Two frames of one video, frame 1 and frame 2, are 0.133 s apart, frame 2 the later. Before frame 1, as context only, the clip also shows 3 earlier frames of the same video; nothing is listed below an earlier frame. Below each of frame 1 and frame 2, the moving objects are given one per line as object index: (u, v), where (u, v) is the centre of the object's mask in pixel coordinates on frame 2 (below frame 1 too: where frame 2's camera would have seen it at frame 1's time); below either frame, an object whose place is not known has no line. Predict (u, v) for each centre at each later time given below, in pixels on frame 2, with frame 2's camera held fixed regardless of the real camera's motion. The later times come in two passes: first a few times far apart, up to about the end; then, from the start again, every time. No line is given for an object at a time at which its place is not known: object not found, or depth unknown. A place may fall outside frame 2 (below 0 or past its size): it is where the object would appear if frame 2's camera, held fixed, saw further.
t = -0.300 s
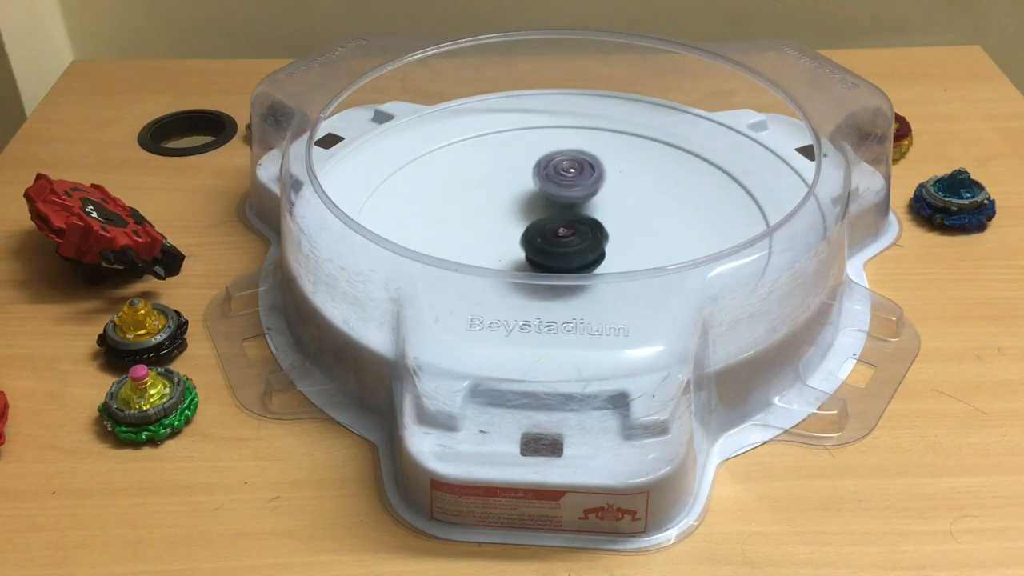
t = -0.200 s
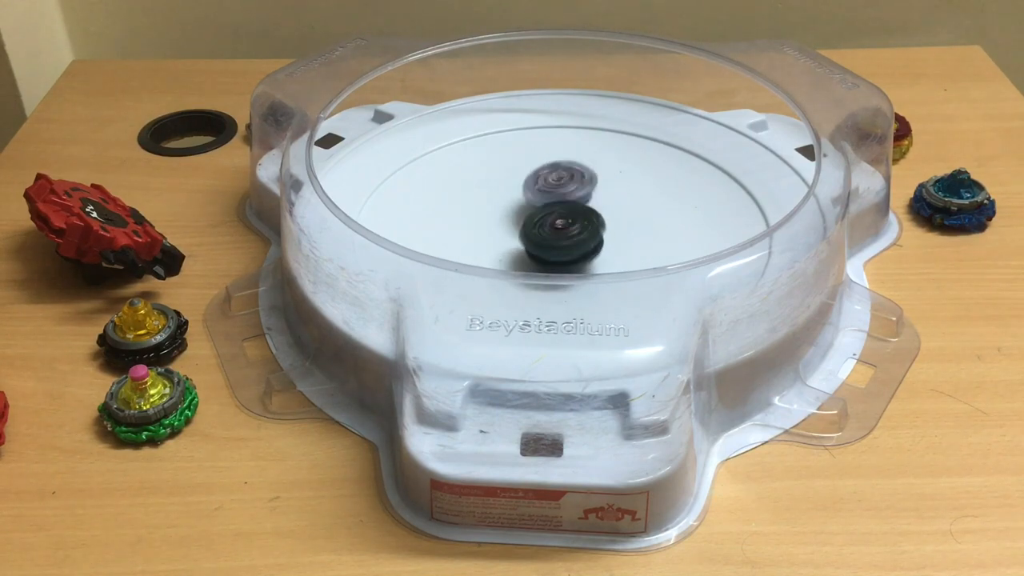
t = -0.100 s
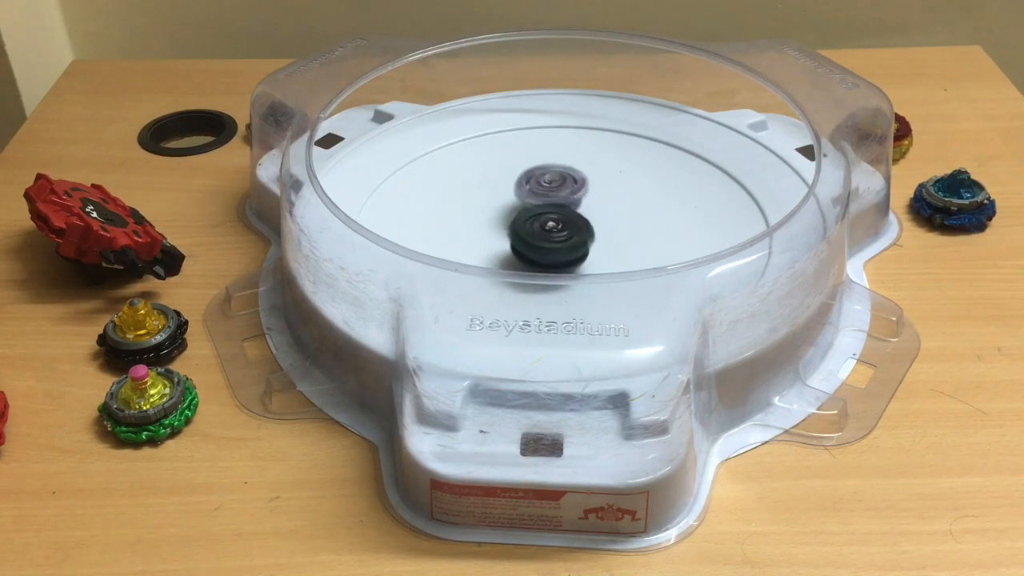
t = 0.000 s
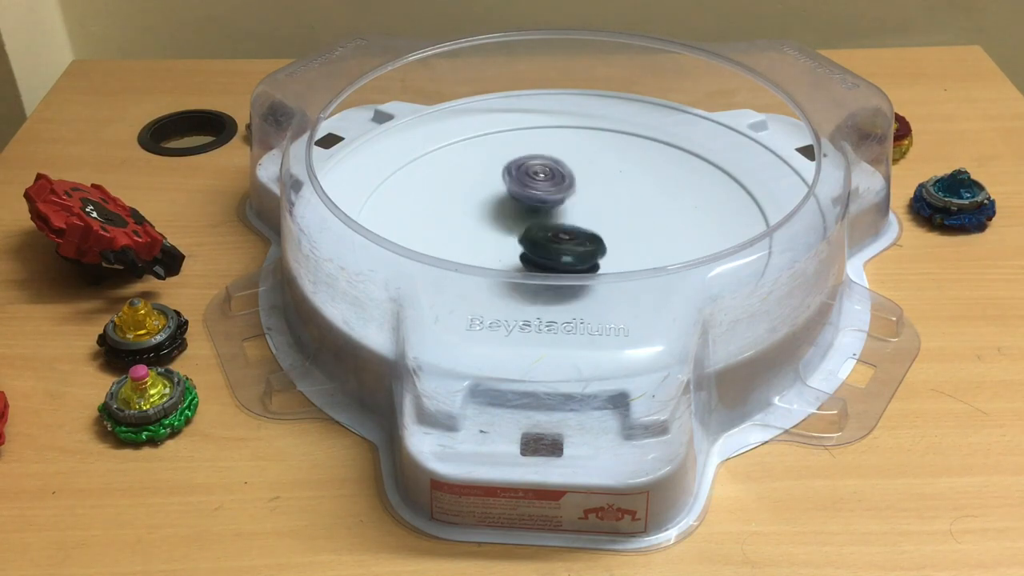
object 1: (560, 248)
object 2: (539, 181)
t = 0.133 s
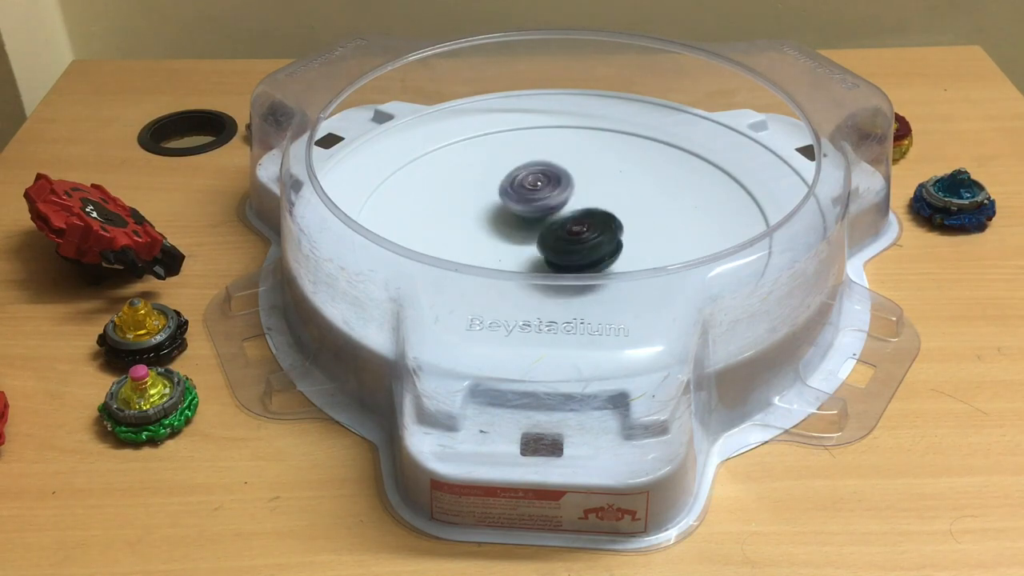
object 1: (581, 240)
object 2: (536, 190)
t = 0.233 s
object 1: (576, 232)
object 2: (521, 187)
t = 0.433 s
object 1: (557, 243)
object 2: (506, 179)
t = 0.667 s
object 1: (570, 233)
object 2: (504, 205)
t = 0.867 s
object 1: (557, 241)
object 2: (490, 206)
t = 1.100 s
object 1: (577, 223)
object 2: (485, 216)
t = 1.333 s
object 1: (582, 222)
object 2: (494, 226)
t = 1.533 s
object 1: (579, 220)
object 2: (493, 234)
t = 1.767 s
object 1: (591, 223)
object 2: (504, 233)
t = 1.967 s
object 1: (589, 218)
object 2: (509, 226)
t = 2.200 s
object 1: (617, 220)
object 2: (510, 223)
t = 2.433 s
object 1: (593, 230)
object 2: (509, 231)
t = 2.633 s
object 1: (599, 235)
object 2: (488, 228)
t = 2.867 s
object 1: (597, 237)
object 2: (513, 231)
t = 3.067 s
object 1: (606, 224)
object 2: (507, 224)
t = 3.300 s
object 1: (601, 225)
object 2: (509, 223)
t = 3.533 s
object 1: (590, 215)
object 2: (508, 223)
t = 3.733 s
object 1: (590, 213)
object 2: (509, 224)
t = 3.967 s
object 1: (590, 214)
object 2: (509, 224)
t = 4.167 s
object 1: (590, 213)
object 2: (509, 225)
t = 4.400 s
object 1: (590, 214)
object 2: (509, 225)
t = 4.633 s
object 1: (590, 214)
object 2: (509, 225)
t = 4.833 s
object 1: (590, 214)
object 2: (509, 225)
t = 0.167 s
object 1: (580, 236)
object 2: (534, 193)
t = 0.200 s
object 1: (580, 236)
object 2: (527, 190)
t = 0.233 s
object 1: (576, 232)
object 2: (521, 187)
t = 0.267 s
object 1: (570, 231)
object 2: (516, 184)
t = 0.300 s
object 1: (565, 231)
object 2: (515, 184)
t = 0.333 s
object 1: (559, 230)
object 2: (513, 184)
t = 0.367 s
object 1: (553, 231)
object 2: (513, 185)
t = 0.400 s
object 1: (549, 232)
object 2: (514, 186)
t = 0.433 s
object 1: (557, 243)
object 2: (506, 179)
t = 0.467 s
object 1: (563, 243)
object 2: (505, 176)
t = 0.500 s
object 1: (571, 242)
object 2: (503, 176)
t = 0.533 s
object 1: (577, 242)
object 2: (503, 179)
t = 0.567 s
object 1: (582, 244)
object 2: (505, 183)
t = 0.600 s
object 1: (582, 240)
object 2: (505, 189)
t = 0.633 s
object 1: (577, 236)
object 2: (506, 197)
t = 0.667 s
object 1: (570, 233)
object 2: (504, 205)
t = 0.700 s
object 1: (569, 233)
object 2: (496, 207)
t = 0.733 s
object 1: (562, 232)
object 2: (491, 204)
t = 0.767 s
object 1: (556, 236)
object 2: (486, 206)
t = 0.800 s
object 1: (554, 237)
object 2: (485, 204)
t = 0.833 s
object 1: (553, 239)
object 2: (487, 204)
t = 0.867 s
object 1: (557, 241)
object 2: (490, 206)
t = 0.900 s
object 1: (566, 238)
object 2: (490, 205)
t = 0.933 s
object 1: (570, 237)
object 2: (495, 206)
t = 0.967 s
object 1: (574, 238)
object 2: (497, 211)
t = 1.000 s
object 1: (578, 236)
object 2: (497, 215)
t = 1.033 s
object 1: (575, 231)
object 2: (498, 219)
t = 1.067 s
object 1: (578, 226)
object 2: (493, 217)
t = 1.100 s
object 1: (577, 223)
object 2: (485, 216)
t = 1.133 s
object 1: (574, 221)
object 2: (481, 218)
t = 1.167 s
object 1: (570, 223)
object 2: (480, 219)
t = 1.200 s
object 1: (571, 224)
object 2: (483, 221)
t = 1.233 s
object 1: (568, 223)
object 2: (485, 221)
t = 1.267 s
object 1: (571, 223)
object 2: (485, 219)
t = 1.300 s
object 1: (577, 224)
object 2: (494, 221)
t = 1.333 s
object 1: (582, 222)
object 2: (494, 226)
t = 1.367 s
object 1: (586, 224)
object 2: (496, 227)
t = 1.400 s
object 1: (589, 225)
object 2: (499, 230)
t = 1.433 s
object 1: (586, 223)
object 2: (498, 234)
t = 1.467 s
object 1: (582, 223)
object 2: (500, 233)
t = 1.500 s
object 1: (584, 221)
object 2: (494, 234)
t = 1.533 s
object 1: (579, 220)
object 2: (493, 234)
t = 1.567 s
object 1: (576, 223)
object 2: (496, 239)
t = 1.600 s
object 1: (579, 227)
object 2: (499, 239)
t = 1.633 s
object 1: (582, 225)
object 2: (504, 237)
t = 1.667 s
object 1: (586, 221)
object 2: (504, 236)
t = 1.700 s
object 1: (588, 223)
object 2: (506, 232)
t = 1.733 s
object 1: (593, 222)
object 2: (505, 229)
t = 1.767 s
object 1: (591, 223)
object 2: (504, 233)
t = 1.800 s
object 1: (590, 224)
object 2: (504, 232)
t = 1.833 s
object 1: (595, 223)
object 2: (498, 229)
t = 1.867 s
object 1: (596, 221)
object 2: (495, 227)
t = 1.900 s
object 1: (595, 220)
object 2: (495, 223)
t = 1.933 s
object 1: (593, 216)
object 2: (501, 222)
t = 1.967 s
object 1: (589, 218)
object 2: (509, 226)
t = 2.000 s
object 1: (588, 220)
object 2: (512, 223)
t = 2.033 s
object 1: (598, 222)
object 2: (507, 227)
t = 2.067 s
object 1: (607, 219)
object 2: (502, 224)
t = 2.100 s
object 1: (610, 215)
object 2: (501, 224)
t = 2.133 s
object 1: (614, 222)
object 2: (502, 223)
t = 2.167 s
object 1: (617, 221)
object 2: (507, 223)
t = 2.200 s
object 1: (617, 220)
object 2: (510, 223)
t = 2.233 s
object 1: (616, 220)
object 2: (512, 225)
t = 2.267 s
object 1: (613, 222)
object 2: (510, 227)
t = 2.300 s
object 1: (611, 224)
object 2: (509, 228)
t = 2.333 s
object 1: (608, 225)
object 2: (506, 227)
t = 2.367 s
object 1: (602, 225)
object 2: (508, 226)
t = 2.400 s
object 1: (597, 227)
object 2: (510, 226)
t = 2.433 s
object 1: (593, 230)
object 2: (509, 231)
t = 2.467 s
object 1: (590, 232)
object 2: (511, 235)
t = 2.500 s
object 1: (592, 230)
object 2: (508, 232)
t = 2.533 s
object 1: (592, 232)
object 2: (503, 234)
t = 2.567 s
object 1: (595, 235)
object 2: (493, 233)
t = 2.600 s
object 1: (598, 235)
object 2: (489, 231)
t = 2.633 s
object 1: (599, 235)
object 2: (488, 228)
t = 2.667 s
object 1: (597, 235)
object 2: (493, 225)
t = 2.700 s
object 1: (597, 237)
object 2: (496, 229)
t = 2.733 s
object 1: (600, 240)
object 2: (500, 229)
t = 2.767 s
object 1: (598, 239)
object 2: (505, 228)
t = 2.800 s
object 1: (595, 239)
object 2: (512, 228)
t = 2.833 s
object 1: (593, 238)
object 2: (515, 232)
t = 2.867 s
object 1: (597, 237)
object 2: (513, 231)
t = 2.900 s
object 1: (600, 237)
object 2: (511, 230)
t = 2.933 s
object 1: (600, 237)
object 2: (511, 226)
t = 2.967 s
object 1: (597, 228)
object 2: (514, 225)
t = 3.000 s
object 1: (599, 226)
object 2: (512, 223)
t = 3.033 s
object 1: (603, 224)
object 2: (509, 223)
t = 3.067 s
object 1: (606, 224)
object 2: (507, 224)
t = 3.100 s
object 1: (607, 224)
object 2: (506, 223)
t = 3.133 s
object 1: (608, 222)
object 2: (506, 223)
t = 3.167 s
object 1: (608, 221)
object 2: (508, 223)
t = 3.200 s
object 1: (609, 228)
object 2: (510, 224)
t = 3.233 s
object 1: (607, 228)
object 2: (510, 224)
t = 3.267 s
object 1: (605, 226)
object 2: (510, 224)
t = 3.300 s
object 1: (601, 225)
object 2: (509, 223)
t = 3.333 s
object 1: (598, 222)
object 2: (508, 223)
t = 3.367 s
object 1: (596, 221)
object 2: (508, 223)
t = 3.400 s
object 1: (594, 219)
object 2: (509, 223)
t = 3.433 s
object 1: (592, 218)
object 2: (509, 223)
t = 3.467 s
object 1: (591, 217)
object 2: (509, 223)
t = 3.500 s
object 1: (590, 216)
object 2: (509, 224)
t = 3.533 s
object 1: (590, 215)
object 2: (508, 223)
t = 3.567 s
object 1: (590, 215)
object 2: (509, 224)
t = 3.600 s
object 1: (590, 214)
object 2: (508, 223)
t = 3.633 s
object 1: (590, 214)
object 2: (509, 224)
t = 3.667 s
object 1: (590, 214)
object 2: (508, 223)
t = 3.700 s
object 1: (591, 213)
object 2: (509, 224)
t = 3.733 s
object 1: (590, 213)
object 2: (509, 224)
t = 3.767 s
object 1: (590, 213)
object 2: (509, 224)
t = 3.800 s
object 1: (591, 212)
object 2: (509, 224)
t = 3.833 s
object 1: (590, 213)
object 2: (509, 224)
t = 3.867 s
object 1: (591, 213)
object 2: (509, 224)
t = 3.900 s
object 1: (590, 214)
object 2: (509, 224)
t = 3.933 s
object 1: (590, 214)
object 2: (509, 224)
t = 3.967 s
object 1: (590, 214)
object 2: (509, 224)
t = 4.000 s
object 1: (590, 214)
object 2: (509, 224)
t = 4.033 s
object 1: (590, 214)
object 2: (509, 225)
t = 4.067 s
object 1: (590, 214)
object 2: (509, 225)
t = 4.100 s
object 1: (591, 213)
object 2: (509, 225)
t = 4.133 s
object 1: (590, 213)
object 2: (509, 225)
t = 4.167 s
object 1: (590, 213)
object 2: (509, 225)
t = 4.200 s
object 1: (590, 213)
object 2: (509, 225)
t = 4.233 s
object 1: (590, 213)
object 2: (509, 225)
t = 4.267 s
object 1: (590, 213)
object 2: (509, 225)
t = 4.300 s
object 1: (590, 213)
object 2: (509, 225)
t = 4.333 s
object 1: (590, 213)
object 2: (509, 225)
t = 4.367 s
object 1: (590, 214)
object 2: (509, 225)
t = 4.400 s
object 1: (590, 214)
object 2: (509, 225)
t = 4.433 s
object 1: (590, 214)
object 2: (509, 225)
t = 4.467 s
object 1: (590, 214)
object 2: (509, 225)
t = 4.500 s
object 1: (590, 214)
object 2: (509, 225)
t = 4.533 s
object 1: (590, 214)
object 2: (509, 225)
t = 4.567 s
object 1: (590, 214)
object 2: (509, 225)
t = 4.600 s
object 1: (590, 214)
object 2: (509, 225)
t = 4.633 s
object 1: (590, 214)
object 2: (509, 225)
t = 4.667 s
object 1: (590, 214)
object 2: (509, 225)
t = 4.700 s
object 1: (590, 214)
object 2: (509, 225)
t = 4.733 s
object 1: (590, 214)
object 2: (509, 225)
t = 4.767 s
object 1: (590, 214)
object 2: (509, 225)
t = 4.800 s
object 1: (590, 214)
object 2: (509, 225)
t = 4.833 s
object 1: (590, 214)
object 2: (509, 225)
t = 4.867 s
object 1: (590, 214)
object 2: (509, 225)
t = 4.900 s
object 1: (590, 214)
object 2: (509, 225)
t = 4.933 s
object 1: (590, 214)
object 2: (509, 225)
